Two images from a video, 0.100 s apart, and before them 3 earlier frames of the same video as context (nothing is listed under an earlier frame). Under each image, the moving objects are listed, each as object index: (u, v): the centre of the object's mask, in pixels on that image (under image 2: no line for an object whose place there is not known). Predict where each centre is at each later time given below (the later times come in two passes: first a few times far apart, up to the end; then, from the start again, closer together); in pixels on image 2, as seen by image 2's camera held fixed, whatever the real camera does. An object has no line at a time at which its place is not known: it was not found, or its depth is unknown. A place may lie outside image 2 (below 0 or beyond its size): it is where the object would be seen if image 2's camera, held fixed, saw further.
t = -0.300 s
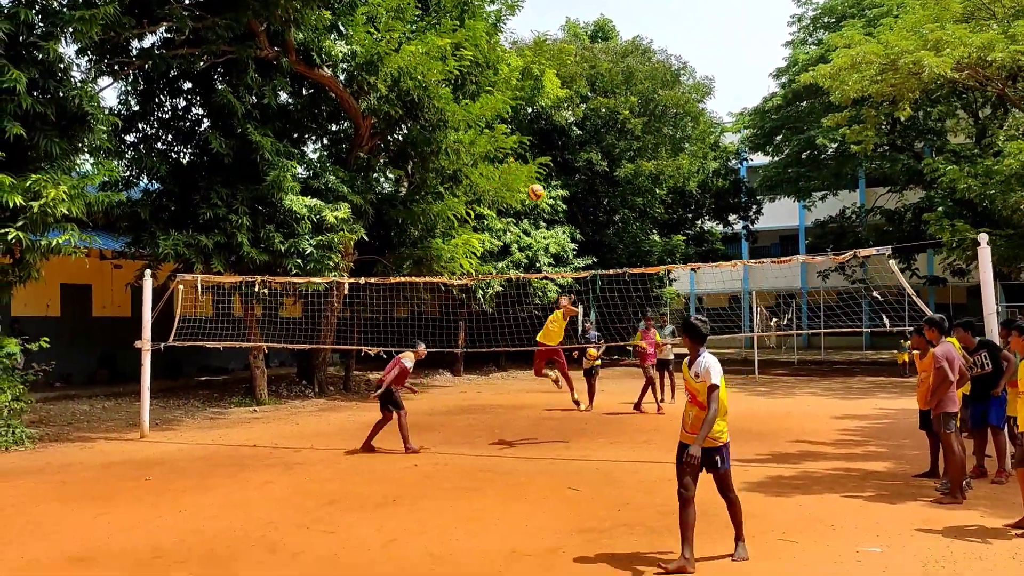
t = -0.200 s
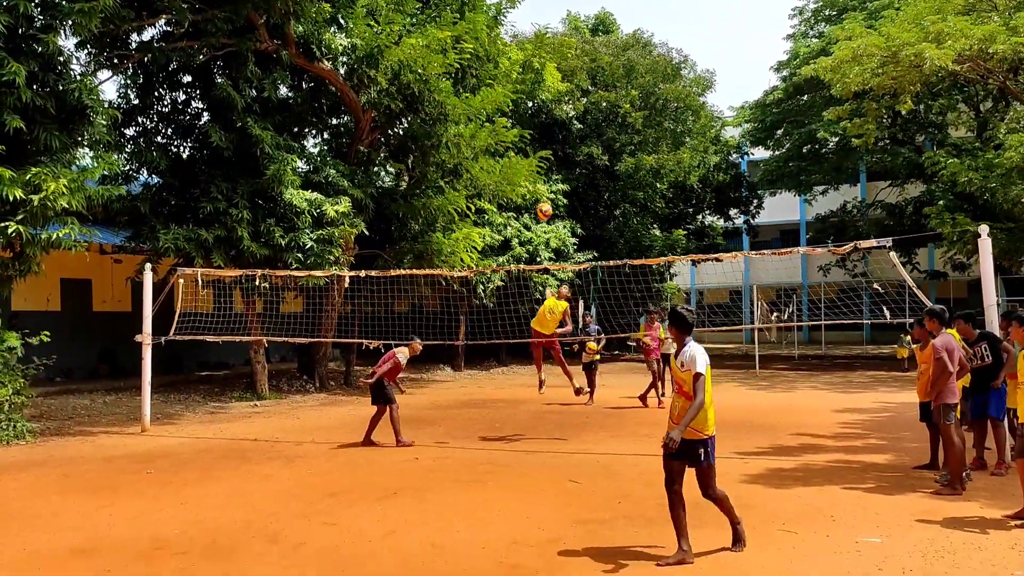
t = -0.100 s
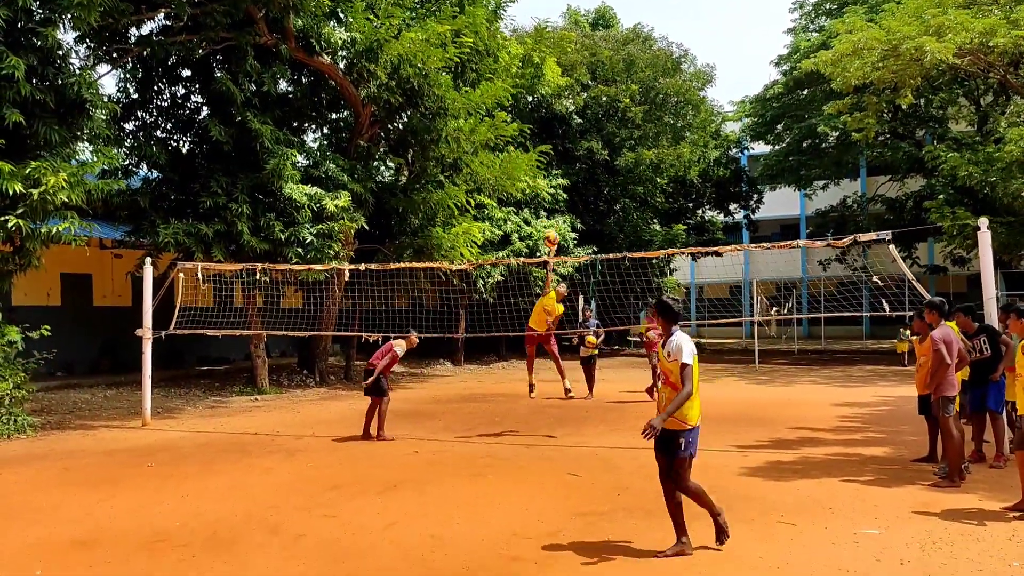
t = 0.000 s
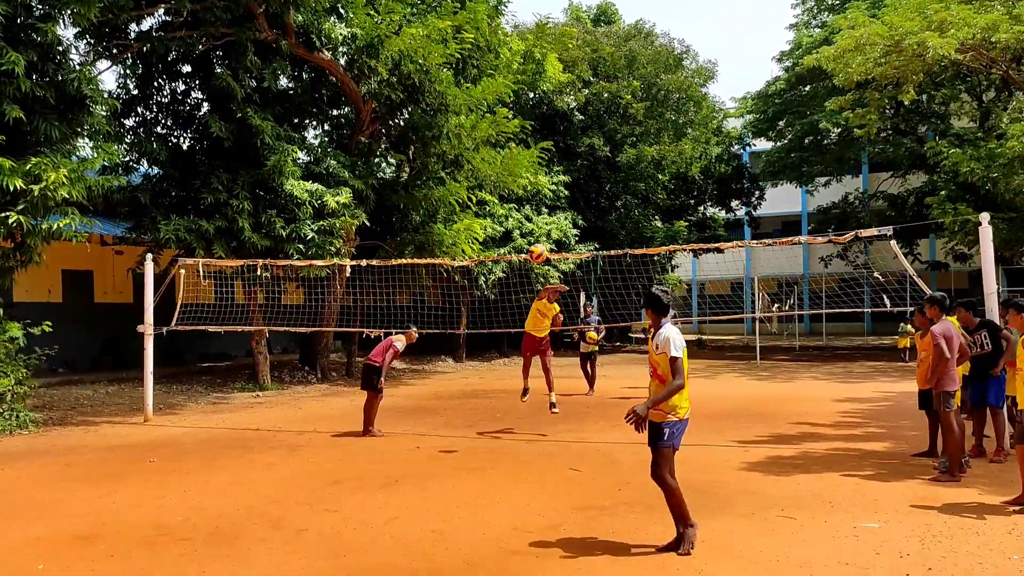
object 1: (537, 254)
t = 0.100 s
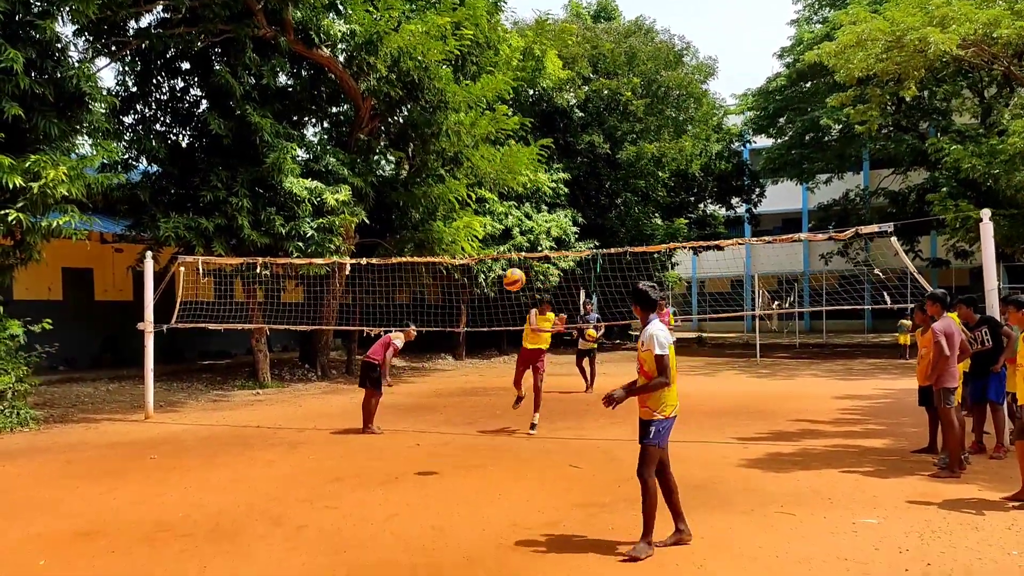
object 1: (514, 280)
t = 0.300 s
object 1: (419, 427)
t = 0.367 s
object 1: (356, 535)
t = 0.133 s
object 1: (503, 294)
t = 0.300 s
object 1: (419, 427)
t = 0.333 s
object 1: (390, 474)
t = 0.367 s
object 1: (356, 535)
